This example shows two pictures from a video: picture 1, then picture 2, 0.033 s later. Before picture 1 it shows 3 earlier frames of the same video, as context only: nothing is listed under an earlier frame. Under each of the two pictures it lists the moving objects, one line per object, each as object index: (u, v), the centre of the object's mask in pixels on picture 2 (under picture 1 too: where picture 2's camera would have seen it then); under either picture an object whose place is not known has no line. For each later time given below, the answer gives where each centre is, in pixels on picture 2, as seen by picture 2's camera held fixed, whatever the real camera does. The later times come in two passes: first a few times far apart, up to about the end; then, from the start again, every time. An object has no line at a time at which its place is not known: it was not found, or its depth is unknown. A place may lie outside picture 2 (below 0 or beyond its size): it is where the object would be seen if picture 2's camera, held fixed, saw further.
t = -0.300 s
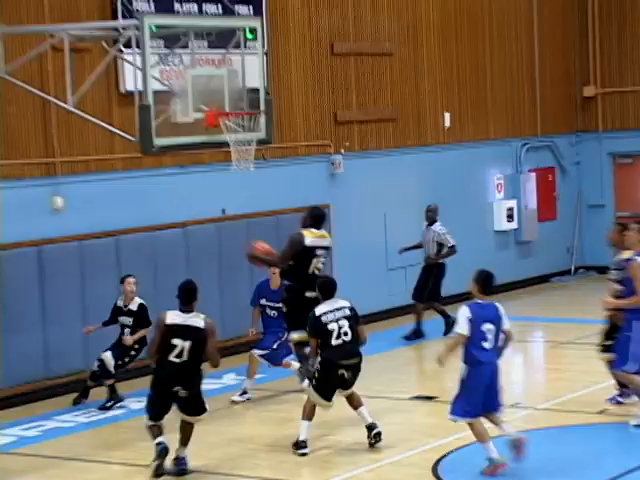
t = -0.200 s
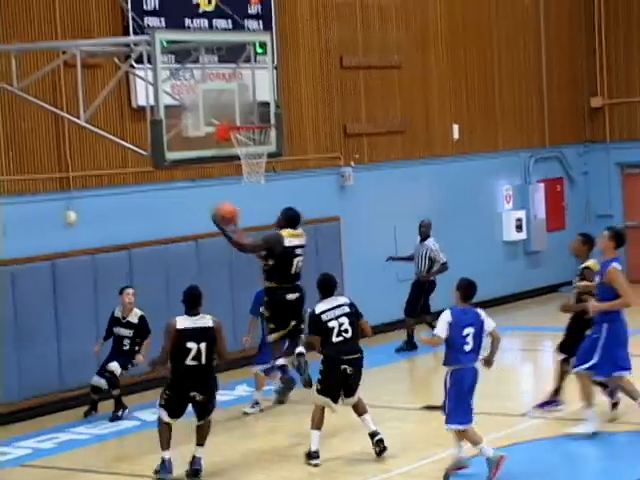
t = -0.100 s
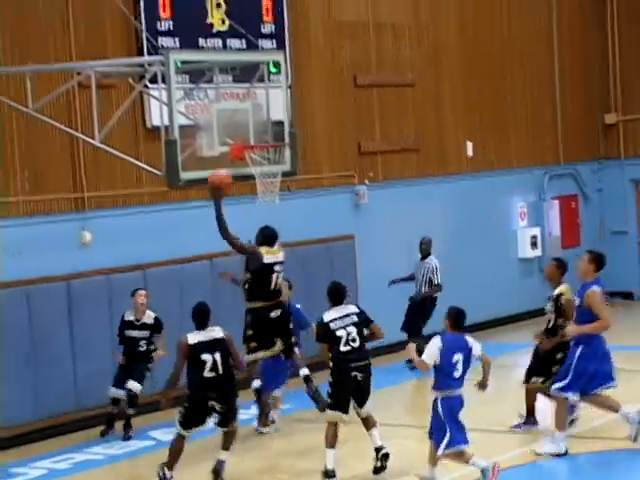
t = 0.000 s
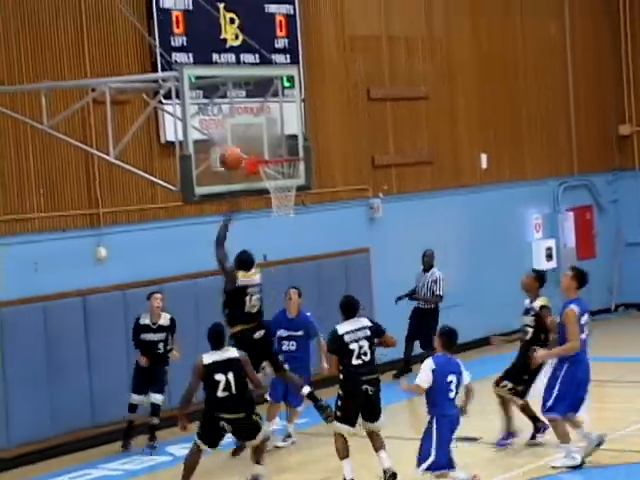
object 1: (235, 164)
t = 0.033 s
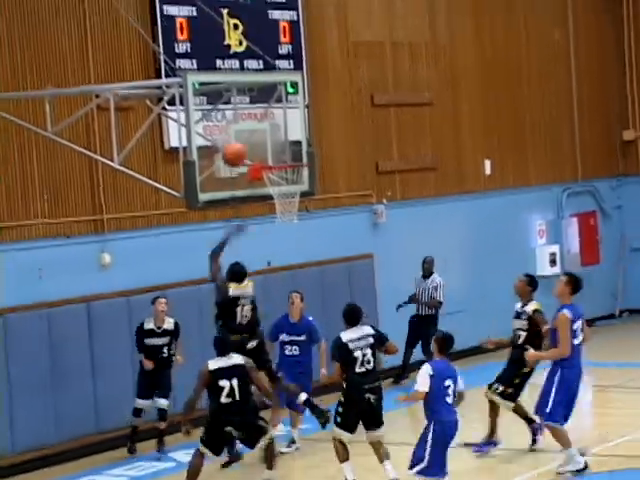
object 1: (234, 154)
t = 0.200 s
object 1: (253, 140)
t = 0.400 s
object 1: (280, 154)
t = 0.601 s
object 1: (293, 185)
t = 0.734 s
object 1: (296, 214)
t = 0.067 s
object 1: (235, 147)
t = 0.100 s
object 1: (240, 144)
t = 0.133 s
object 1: (244, 142)
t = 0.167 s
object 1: (248, 141)
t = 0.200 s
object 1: (253, 140)
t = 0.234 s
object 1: (257, 141)
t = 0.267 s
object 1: (262, 142)
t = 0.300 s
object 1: (267, 146)
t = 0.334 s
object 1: (270, 148)
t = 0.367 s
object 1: (278, 153)
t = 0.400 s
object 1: (280, 154)
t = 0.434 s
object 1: (281, 158)
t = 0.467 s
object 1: (283, 160)
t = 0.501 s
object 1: (284, 163)
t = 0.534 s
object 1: (288, 173)
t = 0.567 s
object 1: (289, 178)
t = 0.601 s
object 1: (293, 185)
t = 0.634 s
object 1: (295, 194)
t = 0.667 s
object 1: (294, 200)
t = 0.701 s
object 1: (295, 207)
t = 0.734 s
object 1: (296, 214)
